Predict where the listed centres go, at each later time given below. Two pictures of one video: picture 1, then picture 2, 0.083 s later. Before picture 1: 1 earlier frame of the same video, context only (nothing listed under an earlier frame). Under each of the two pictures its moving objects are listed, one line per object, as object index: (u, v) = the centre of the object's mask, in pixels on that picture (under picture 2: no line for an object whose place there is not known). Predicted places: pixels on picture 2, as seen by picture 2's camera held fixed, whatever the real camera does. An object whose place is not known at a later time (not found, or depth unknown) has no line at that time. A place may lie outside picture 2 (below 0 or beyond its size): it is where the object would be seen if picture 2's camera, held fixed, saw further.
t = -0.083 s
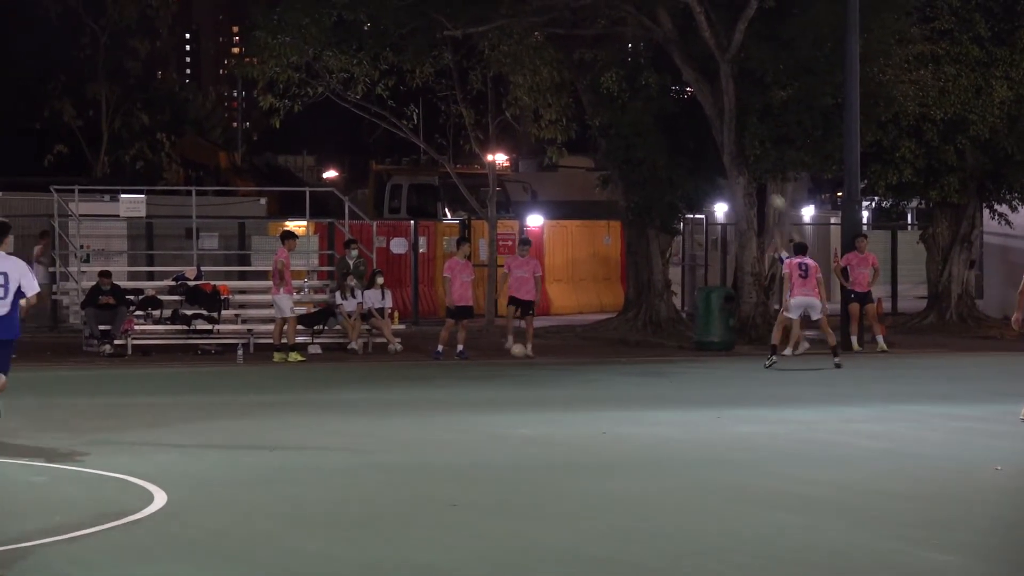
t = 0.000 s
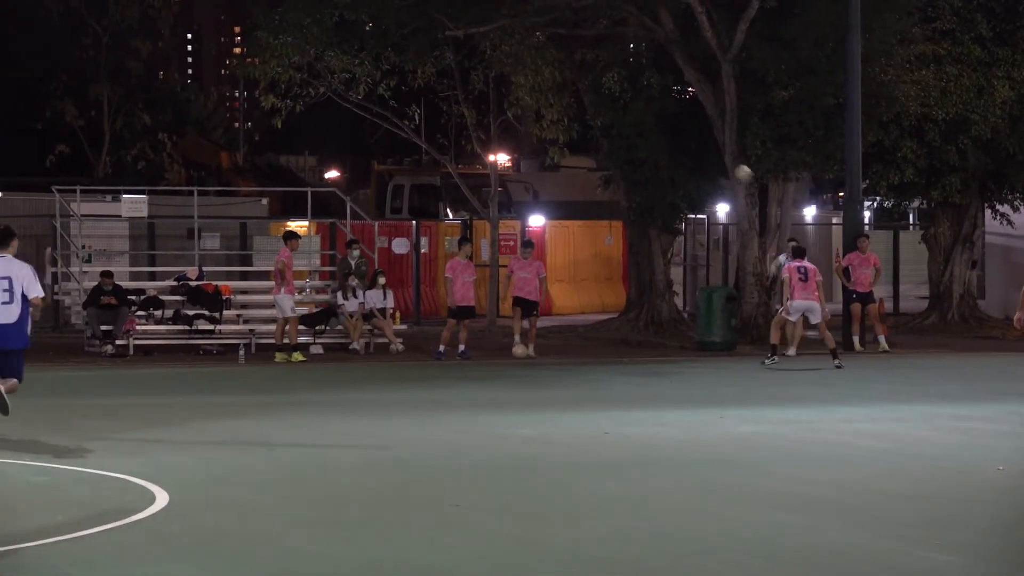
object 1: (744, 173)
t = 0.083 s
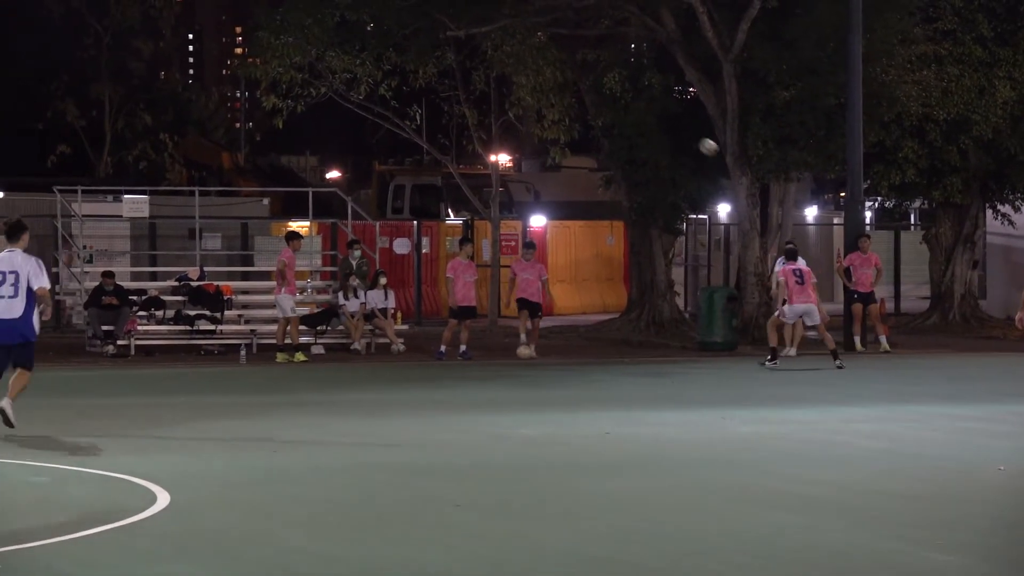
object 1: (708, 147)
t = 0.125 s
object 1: (694, 137)
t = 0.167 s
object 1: (672, 125)
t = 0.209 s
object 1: (657, 117)
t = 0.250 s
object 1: (635, 106)
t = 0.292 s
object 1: (620, 100)
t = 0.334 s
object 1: (596, 92)
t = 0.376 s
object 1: (581, 88)
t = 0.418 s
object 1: (557, 82)
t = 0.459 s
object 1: (542, 79)
